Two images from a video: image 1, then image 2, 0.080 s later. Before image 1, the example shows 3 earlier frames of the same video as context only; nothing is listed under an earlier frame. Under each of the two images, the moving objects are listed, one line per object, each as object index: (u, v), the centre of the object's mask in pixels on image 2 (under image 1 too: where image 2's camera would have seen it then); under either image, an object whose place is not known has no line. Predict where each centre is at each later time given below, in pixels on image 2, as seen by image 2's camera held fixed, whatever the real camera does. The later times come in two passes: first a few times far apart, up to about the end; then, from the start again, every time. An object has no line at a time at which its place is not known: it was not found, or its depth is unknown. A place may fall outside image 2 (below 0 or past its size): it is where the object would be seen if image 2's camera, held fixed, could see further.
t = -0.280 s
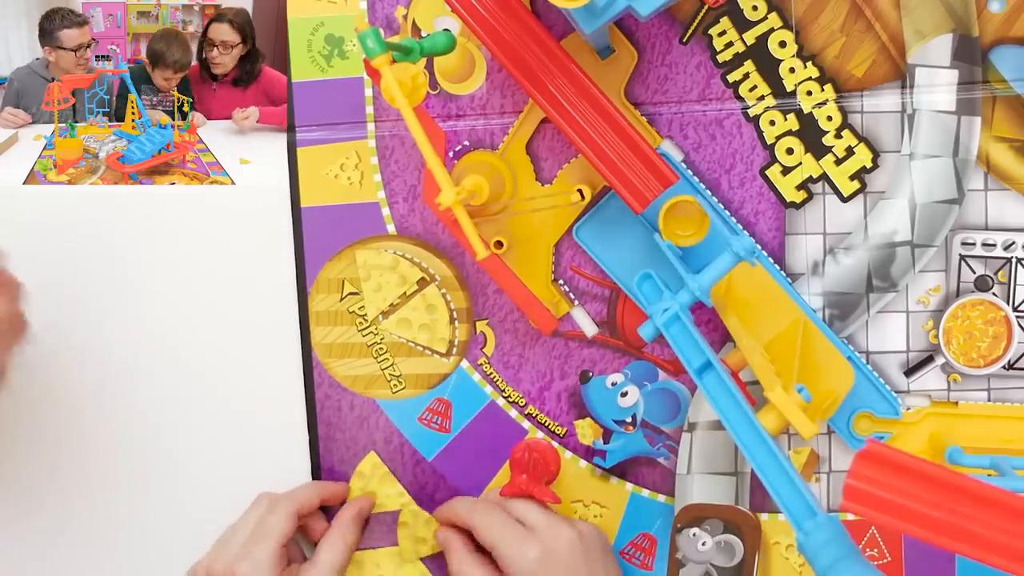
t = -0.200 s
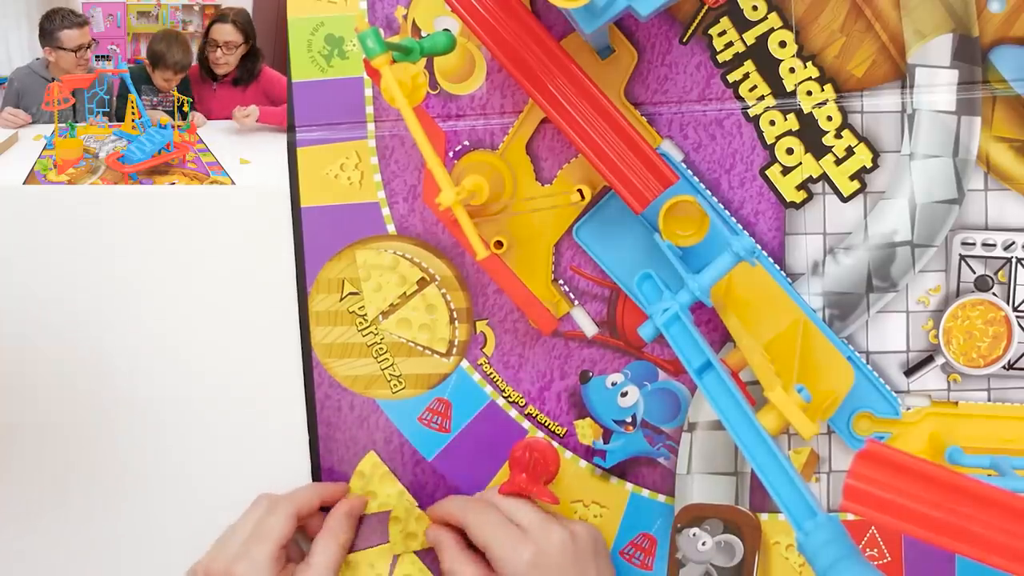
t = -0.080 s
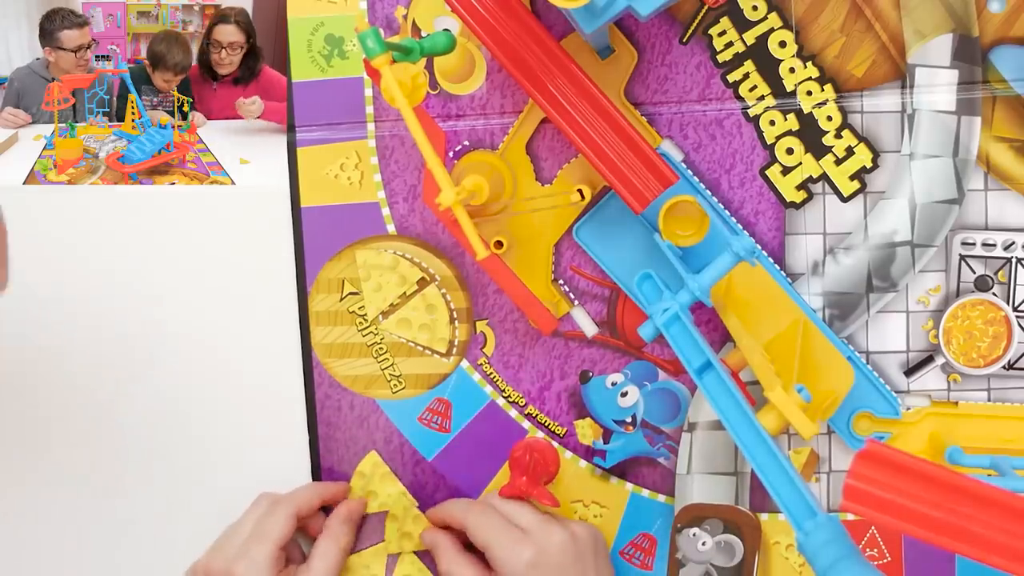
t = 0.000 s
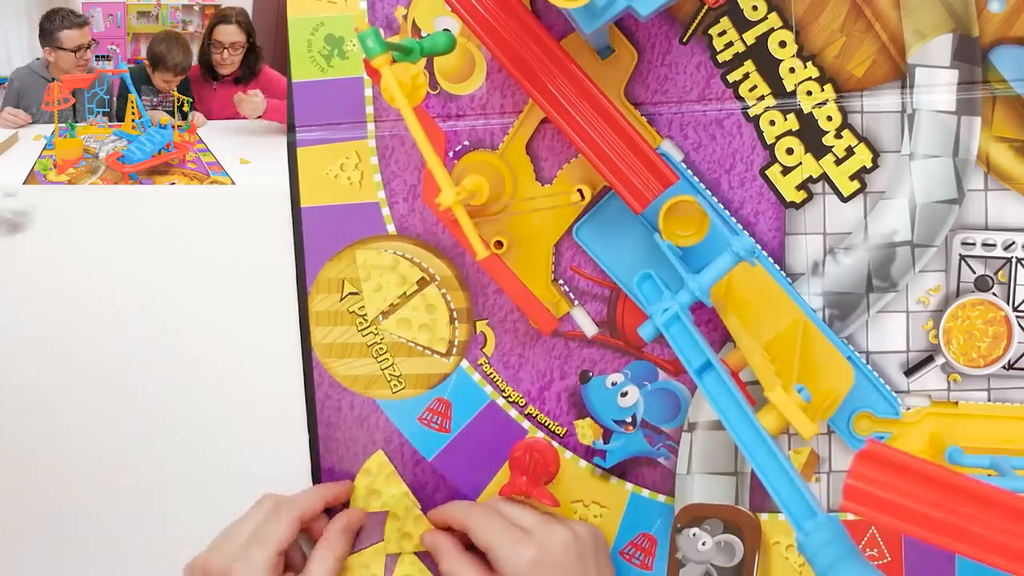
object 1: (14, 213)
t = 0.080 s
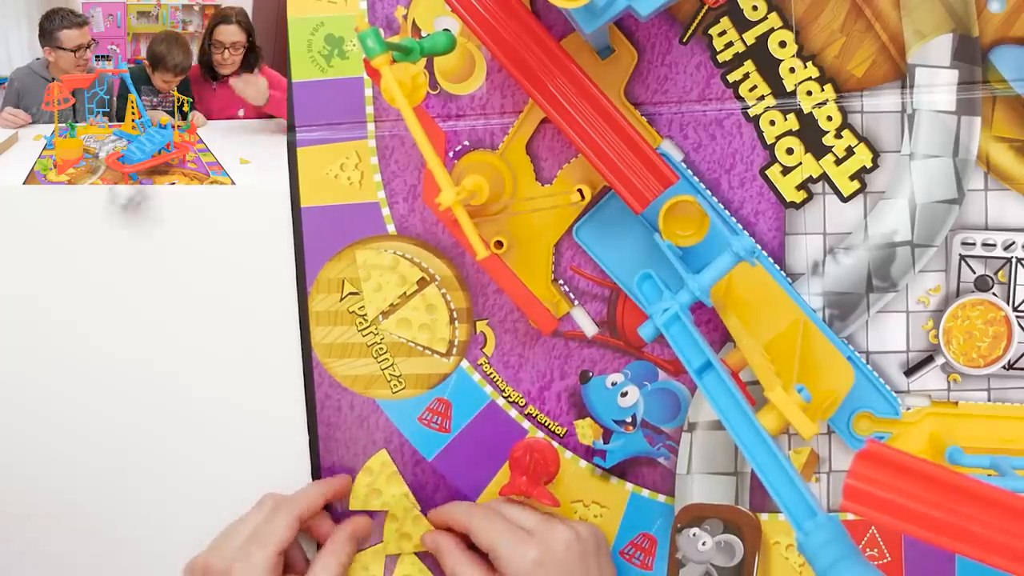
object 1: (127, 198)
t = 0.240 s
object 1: (182, 219)
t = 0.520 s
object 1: (252, 335)
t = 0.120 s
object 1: (128, 202)
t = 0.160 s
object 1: (138, 210)
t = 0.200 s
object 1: (160, 214)
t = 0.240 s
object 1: (182, 219)
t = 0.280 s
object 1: (189, 231)
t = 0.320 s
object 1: (203, 243)
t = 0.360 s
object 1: (208, 264)
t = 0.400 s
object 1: (225, 276)
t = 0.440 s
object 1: (239, 298)
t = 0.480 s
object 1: (249, 317)
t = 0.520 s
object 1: (252, 335)
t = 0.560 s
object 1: (258, 352)
